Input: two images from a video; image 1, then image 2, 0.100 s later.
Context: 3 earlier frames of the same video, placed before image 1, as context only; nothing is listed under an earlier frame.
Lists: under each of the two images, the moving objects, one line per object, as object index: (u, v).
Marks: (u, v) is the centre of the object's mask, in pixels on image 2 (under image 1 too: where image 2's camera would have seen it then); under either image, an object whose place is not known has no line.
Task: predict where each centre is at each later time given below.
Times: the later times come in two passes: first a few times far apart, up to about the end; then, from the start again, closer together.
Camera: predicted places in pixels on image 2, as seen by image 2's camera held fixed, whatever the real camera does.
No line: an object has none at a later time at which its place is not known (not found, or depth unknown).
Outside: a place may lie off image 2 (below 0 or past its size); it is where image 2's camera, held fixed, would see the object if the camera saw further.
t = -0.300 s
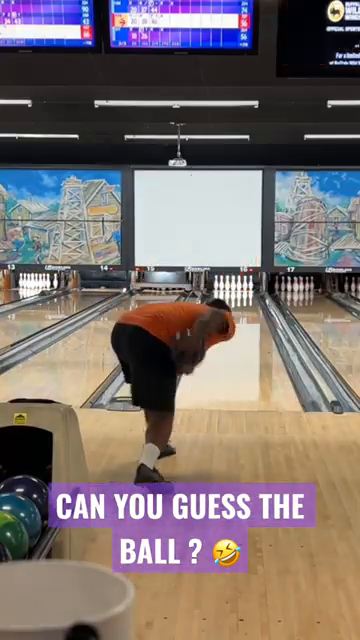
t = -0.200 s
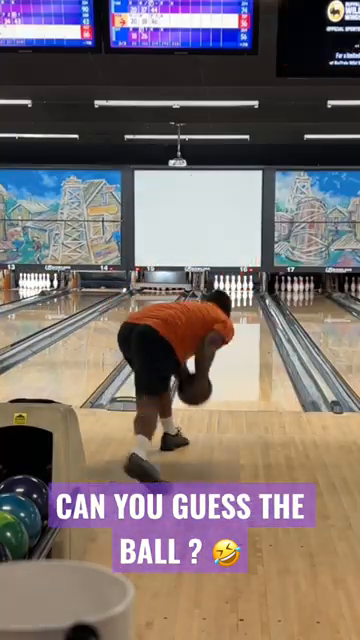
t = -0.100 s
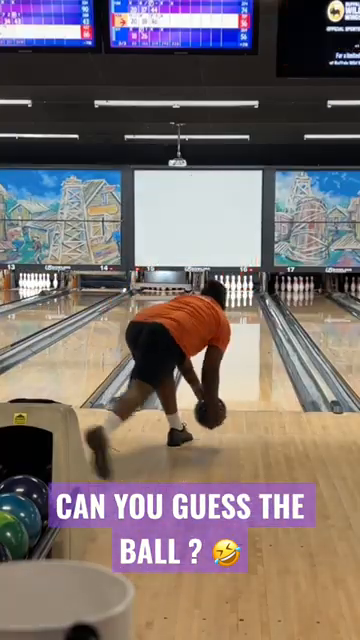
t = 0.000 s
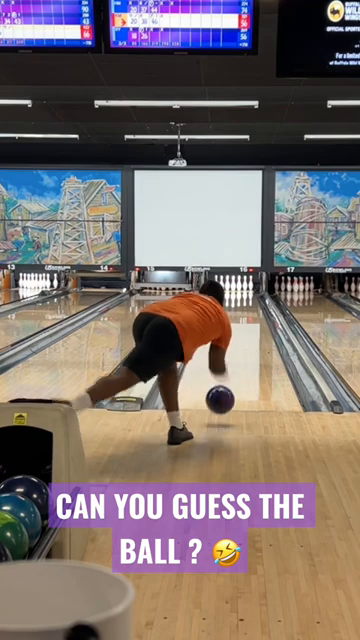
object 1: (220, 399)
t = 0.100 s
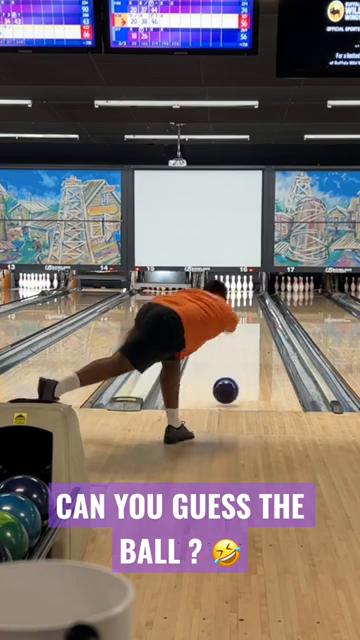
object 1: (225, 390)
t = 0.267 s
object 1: (231, 371)
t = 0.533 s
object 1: (238, 348)
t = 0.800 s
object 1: (244, 330)
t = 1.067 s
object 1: (245, 319)
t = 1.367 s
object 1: (247, 309)
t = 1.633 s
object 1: (248, 302)
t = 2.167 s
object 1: (243, 291)
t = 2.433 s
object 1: (235, 287)
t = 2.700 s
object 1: (229, 284)
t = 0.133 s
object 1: (226, 387)
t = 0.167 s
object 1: (228, 381)
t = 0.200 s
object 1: (229, 377)
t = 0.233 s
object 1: (230, 374)
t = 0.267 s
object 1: (231, 371)
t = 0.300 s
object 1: (233, 367)
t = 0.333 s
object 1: (234, 365)
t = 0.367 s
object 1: (234, 361)
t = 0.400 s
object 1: (235, 358)
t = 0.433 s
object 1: (236, 356)
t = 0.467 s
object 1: (237, 353)
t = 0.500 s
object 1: (238, 350)
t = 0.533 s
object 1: (238, 348)
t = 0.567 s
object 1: (239, 345)
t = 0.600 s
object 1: (239, 344)
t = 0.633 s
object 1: (237, 343)
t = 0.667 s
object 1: (236, 342)
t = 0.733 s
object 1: (246, 333)
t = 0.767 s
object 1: (245, 332)
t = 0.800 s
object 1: (244, 330)
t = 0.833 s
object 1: (244, 329)
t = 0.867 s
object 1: (243, 328)
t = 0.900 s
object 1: (244, 326)
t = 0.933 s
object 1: (244, 324)
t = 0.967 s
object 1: (244, 323)
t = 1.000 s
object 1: (245, 322)
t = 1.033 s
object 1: (245, 320)
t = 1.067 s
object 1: (245, 319)
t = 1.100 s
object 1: (246, 318)
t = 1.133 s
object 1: (246, 317)
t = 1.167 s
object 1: (247, 316)
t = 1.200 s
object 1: (246, 314)
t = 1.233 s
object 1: (247, 312)
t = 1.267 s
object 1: (247, 312)
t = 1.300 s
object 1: (247, 311)
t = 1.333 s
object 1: (247, 310)
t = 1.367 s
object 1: (247, 309)
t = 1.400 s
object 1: (247, 308)
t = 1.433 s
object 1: (247, 307)
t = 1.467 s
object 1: (247, 306)
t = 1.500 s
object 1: (248, 305)
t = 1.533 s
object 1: (247, 304)
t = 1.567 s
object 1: (248, 303)
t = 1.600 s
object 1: (248, 302)
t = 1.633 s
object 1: (248, 302)
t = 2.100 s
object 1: (244, 292)
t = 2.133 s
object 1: (243, 292)
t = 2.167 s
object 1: (243, 291)
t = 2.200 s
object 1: (241, 291)
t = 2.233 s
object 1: (240, 290)
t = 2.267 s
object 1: (240, 290)
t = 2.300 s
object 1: (239, 290)
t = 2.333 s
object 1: (238, 289)
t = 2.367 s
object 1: (237, 288)
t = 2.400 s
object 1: (236, 288)
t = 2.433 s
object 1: (235, 287)
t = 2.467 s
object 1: (234, 287)
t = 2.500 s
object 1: (234, 287)
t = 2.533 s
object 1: (233, 287)
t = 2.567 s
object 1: (233, 286)
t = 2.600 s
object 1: (232, 286)
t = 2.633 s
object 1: (230, 286)
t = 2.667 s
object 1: (228, 285)
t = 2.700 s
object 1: (229, 284)
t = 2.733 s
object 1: (230, 284)
